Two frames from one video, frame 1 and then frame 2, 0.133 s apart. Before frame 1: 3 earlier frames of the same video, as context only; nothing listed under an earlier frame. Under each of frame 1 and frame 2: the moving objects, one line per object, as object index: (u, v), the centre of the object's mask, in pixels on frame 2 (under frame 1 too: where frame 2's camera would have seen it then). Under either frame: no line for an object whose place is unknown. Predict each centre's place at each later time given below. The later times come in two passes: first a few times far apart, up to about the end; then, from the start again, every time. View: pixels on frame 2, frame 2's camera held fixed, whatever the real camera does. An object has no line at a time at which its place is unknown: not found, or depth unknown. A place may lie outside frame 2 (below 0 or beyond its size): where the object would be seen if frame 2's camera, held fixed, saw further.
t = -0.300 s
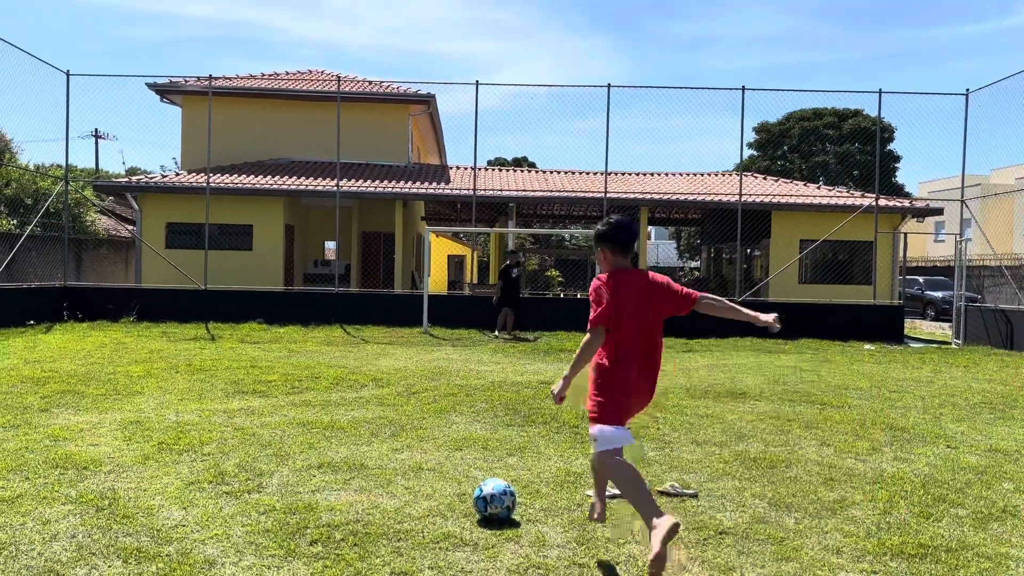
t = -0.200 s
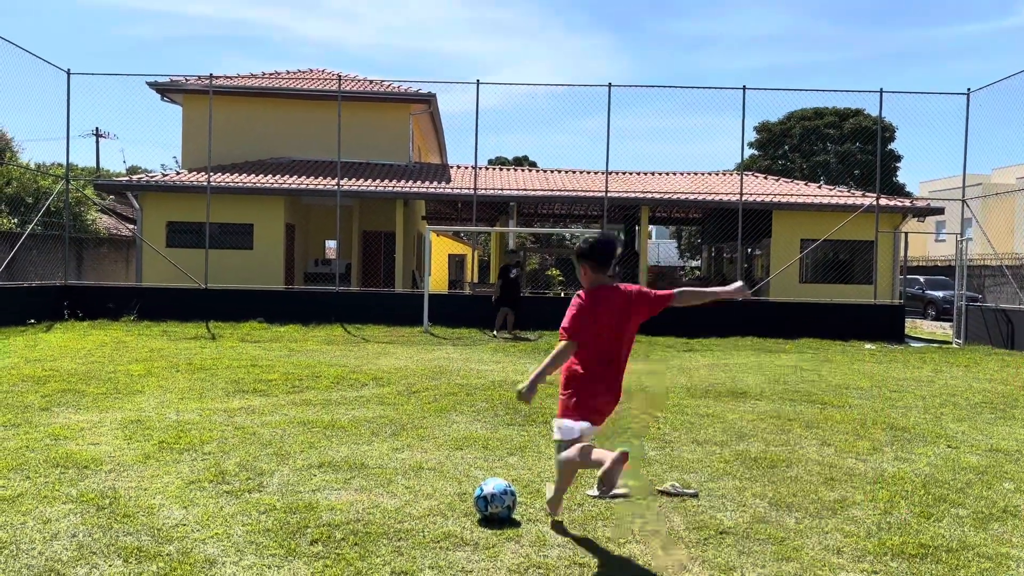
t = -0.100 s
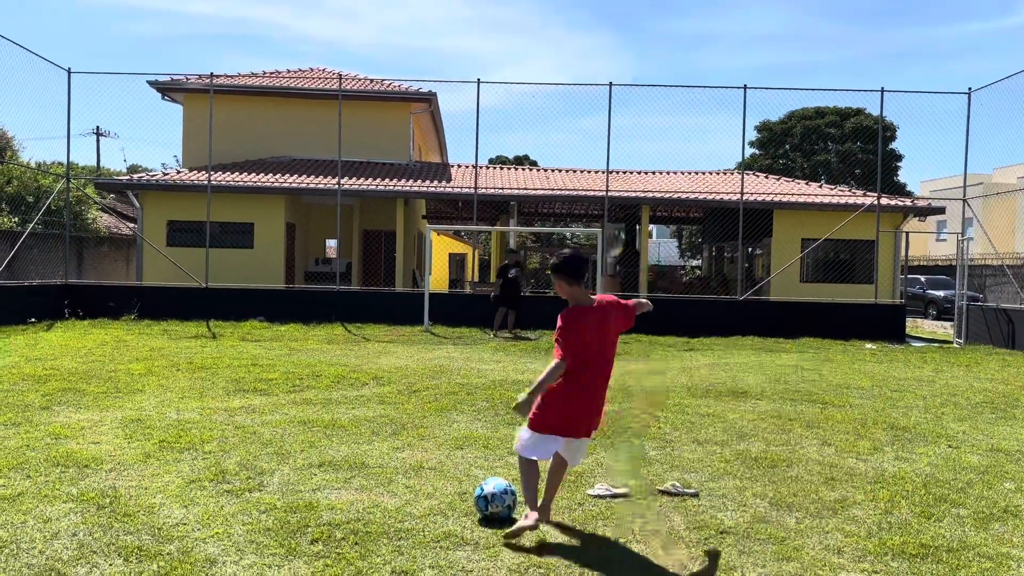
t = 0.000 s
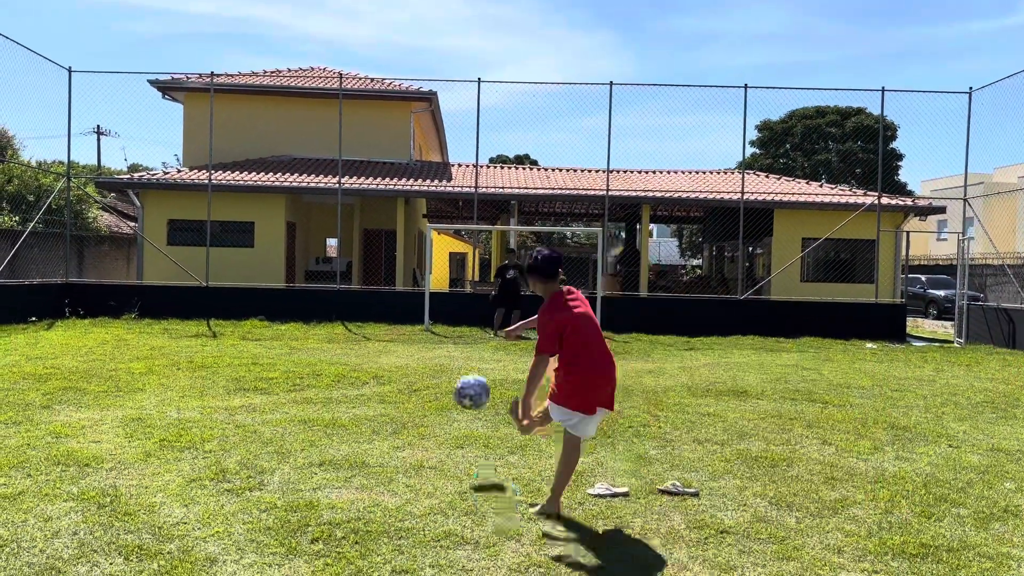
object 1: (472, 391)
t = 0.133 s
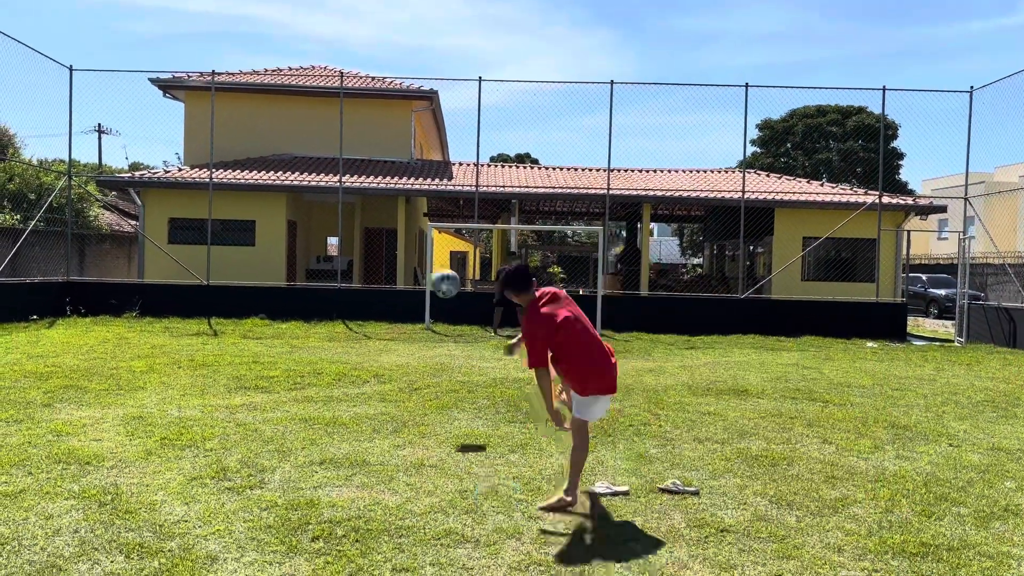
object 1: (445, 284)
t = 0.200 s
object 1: (437, 252)
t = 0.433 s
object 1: (415, 202)
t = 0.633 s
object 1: (403, 204)
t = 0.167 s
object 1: (440, 267)
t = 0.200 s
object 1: (437, 252)
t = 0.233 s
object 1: (433, 240)
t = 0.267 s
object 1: (428, 230)
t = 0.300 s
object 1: (426, 221)
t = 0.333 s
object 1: (422, 215)
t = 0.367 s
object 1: (420, 209)
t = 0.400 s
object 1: (417, 206)
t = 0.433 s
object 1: (415, 202)
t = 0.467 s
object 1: (412, 201)
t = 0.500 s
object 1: (410, 201)
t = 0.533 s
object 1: (408, 201)
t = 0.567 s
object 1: (406, 201)
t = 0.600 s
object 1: (405, 202)
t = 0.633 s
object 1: (403, 204)
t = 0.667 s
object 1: (402, 207)
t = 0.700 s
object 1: (400, 210)
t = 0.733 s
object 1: (399, 213)
